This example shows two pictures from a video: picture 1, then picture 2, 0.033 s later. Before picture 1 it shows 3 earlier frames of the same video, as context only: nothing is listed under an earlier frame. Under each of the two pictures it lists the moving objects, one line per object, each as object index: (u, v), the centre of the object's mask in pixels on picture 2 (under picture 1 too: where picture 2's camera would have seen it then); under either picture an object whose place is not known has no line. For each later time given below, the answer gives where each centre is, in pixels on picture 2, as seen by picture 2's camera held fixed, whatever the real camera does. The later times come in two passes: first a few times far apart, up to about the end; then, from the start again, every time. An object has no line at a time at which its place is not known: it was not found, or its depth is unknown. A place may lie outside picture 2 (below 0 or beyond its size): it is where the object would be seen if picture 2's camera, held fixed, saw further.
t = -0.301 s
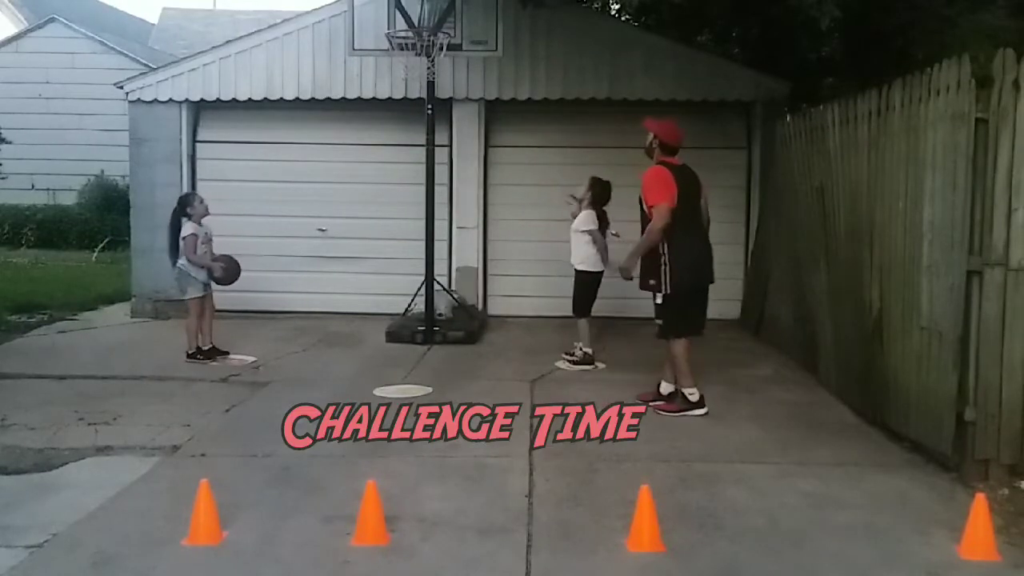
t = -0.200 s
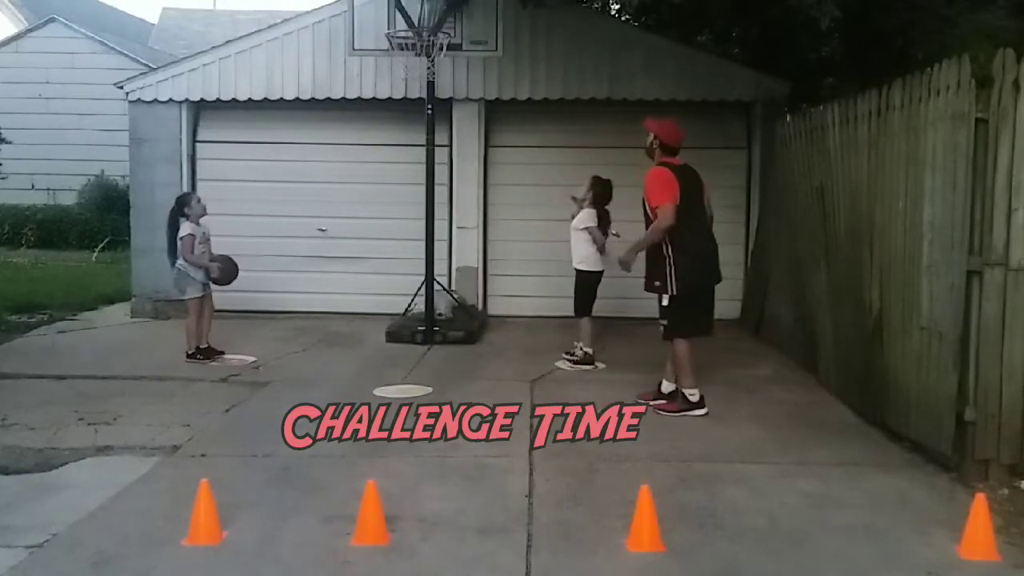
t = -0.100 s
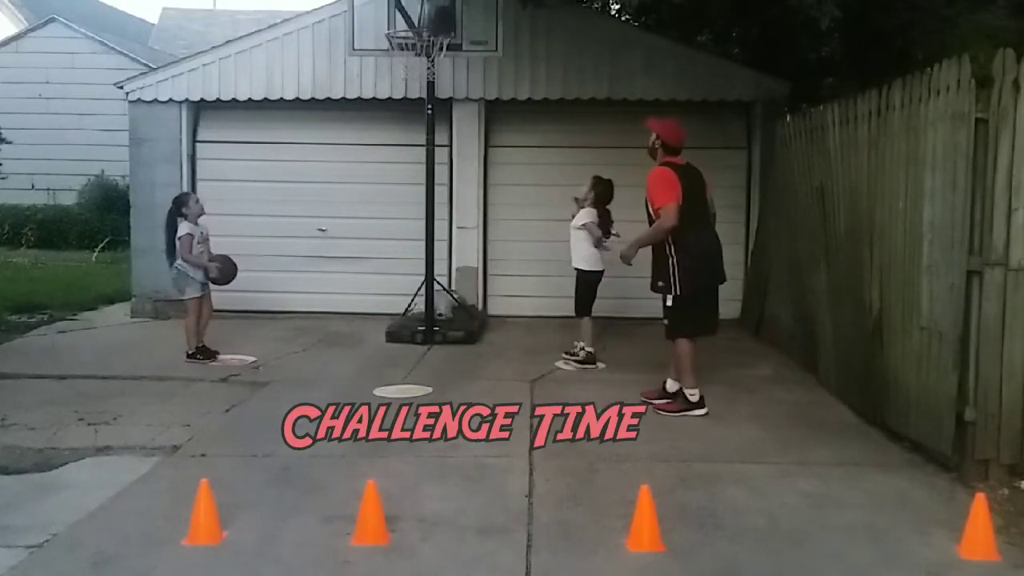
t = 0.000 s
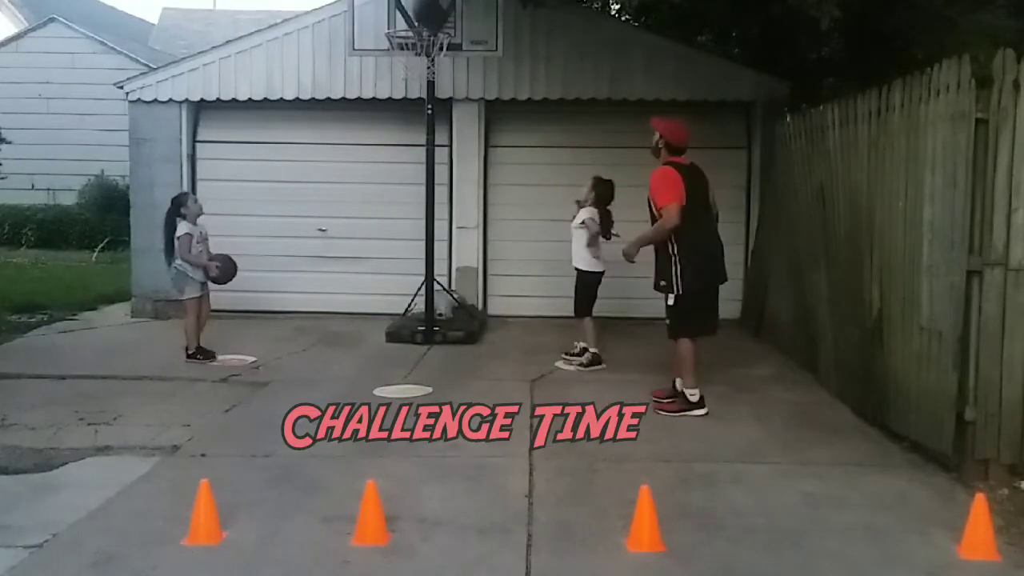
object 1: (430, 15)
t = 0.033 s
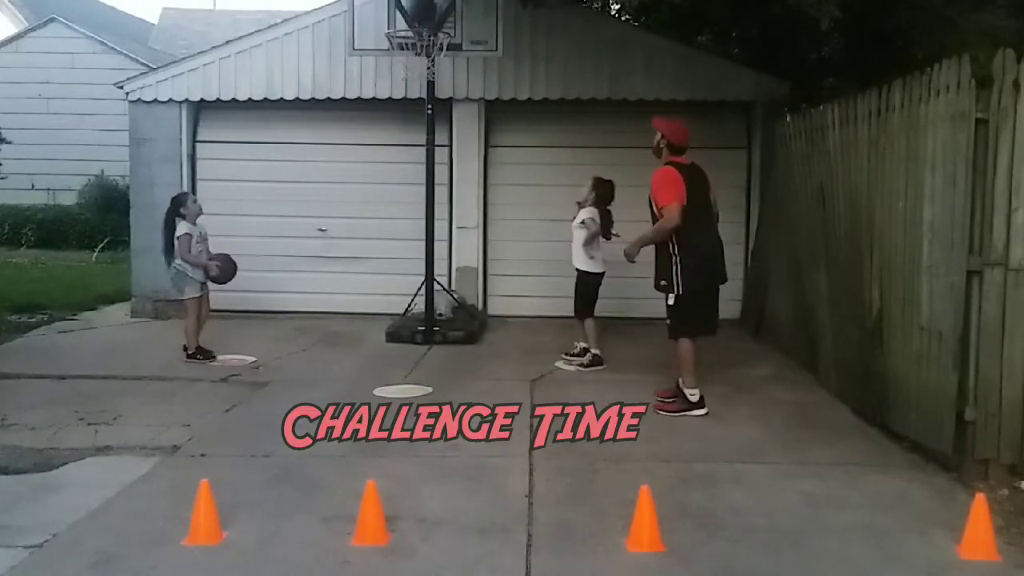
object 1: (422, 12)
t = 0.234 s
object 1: (403, 20)
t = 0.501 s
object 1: (430, 62)
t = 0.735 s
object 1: (438, 150)
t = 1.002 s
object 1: (446, 314)
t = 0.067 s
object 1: (417, 13)
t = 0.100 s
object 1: (411, 13)
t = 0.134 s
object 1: (407, 15)
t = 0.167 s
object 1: (403, 18)
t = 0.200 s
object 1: (400, 23)
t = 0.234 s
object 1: (403, 20)
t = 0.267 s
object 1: (406, 20)
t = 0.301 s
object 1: (410, 25)
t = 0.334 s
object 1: (415, 24)
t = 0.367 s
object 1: (418, 27)
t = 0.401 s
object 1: (422, 36)
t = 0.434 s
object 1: (421, 49)
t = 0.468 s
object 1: (436, 56)
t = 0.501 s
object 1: (430, 62)
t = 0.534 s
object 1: (434, 77)
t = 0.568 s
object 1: (435, 85)
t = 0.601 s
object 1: (436, 96)
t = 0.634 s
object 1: (436, 105)
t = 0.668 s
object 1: (437, 115)
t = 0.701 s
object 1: (436, 134)
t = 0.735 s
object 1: (438, 150)
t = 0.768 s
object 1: (439, 165)
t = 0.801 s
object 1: (441, 183)
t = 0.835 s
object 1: (442, 204)
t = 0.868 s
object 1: (442, 223)
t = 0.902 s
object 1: (443, 244)
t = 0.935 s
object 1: (443, 267)
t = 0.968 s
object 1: (445, 295)
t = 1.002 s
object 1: (446, 314)
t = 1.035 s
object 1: (448, 340)
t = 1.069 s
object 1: (447, 330)
